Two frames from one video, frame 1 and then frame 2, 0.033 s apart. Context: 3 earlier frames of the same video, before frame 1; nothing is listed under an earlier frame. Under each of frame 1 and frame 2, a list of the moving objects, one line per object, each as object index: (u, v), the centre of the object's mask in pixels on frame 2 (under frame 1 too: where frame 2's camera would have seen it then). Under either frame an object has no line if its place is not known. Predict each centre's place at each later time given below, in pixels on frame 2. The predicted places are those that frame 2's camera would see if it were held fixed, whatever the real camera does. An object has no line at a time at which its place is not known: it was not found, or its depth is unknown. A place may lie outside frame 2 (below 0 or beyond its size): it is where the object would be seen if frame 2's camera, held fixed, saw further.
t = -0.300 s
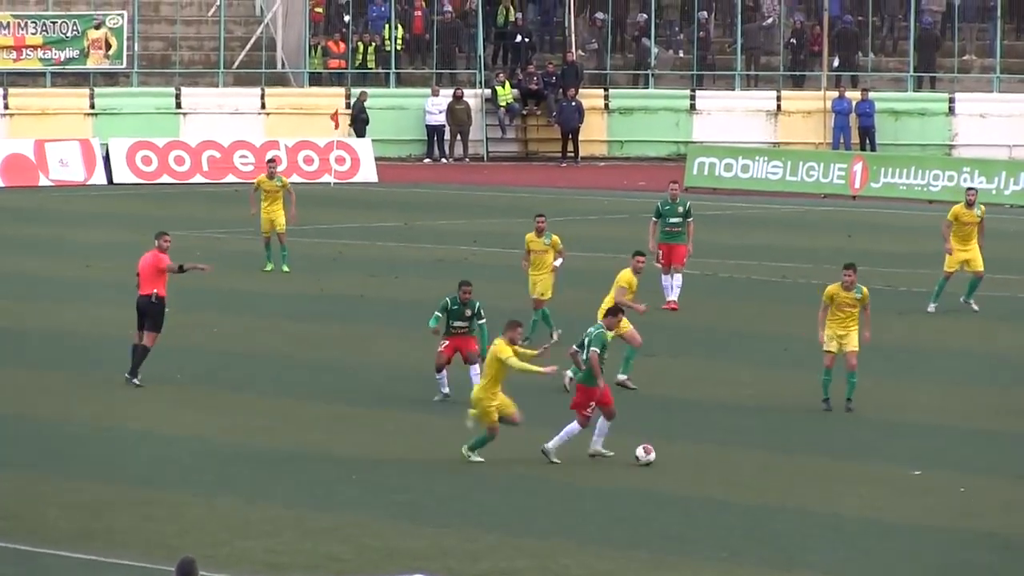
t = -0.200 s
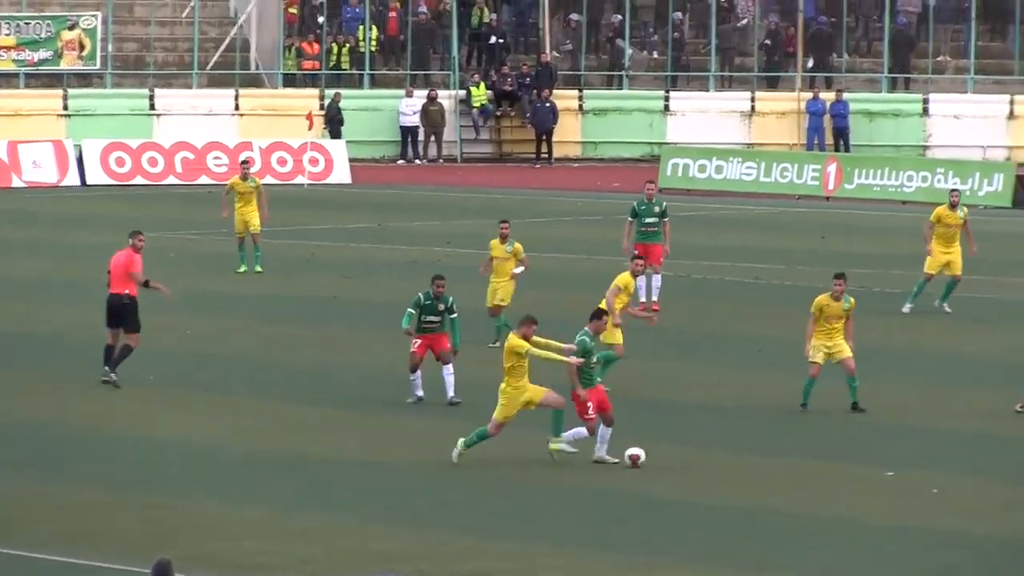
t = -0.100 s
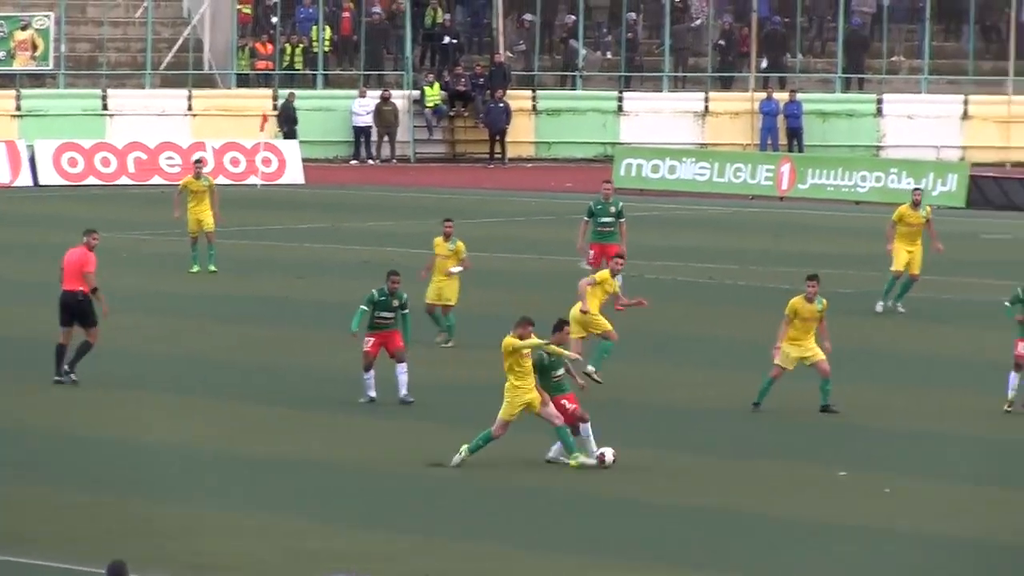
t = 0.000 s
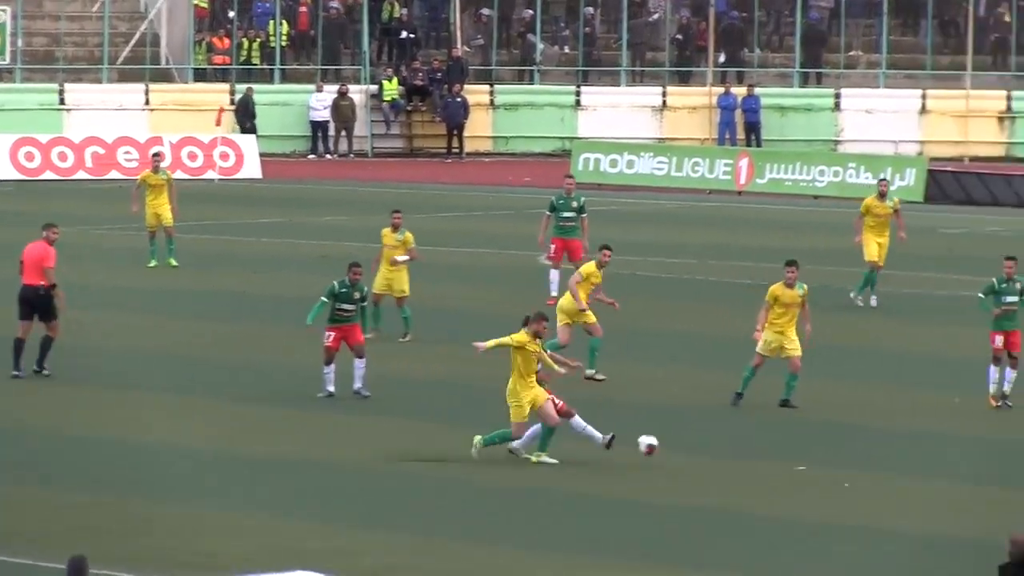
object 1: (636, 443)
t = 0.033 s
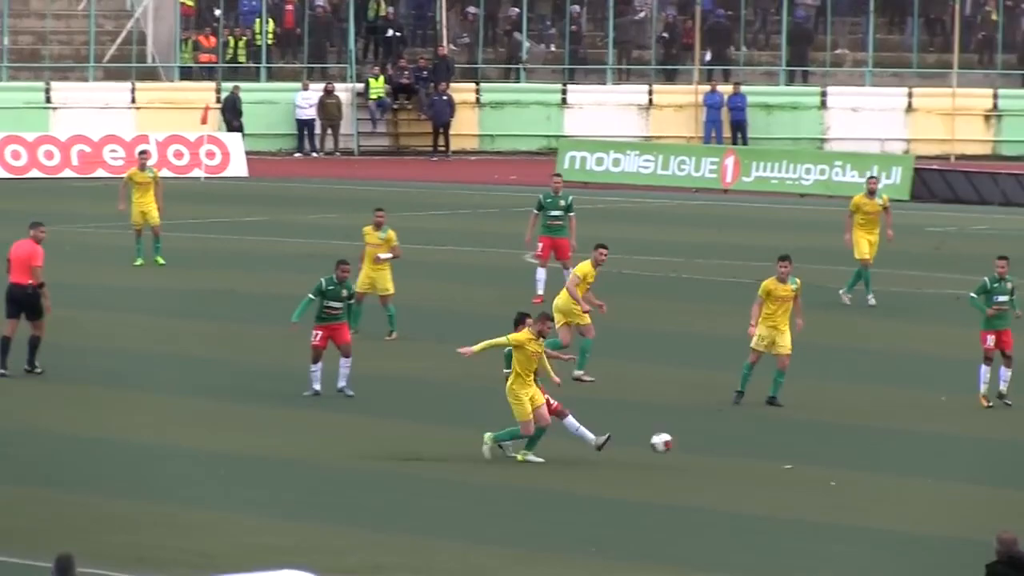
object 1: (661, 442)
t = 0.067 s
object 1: (687, 443)
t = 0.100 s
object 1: (714, 445)
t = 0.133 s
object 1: (741, 448)
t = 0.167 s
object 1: (767, 452)
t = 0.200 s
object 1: (792, 457)
